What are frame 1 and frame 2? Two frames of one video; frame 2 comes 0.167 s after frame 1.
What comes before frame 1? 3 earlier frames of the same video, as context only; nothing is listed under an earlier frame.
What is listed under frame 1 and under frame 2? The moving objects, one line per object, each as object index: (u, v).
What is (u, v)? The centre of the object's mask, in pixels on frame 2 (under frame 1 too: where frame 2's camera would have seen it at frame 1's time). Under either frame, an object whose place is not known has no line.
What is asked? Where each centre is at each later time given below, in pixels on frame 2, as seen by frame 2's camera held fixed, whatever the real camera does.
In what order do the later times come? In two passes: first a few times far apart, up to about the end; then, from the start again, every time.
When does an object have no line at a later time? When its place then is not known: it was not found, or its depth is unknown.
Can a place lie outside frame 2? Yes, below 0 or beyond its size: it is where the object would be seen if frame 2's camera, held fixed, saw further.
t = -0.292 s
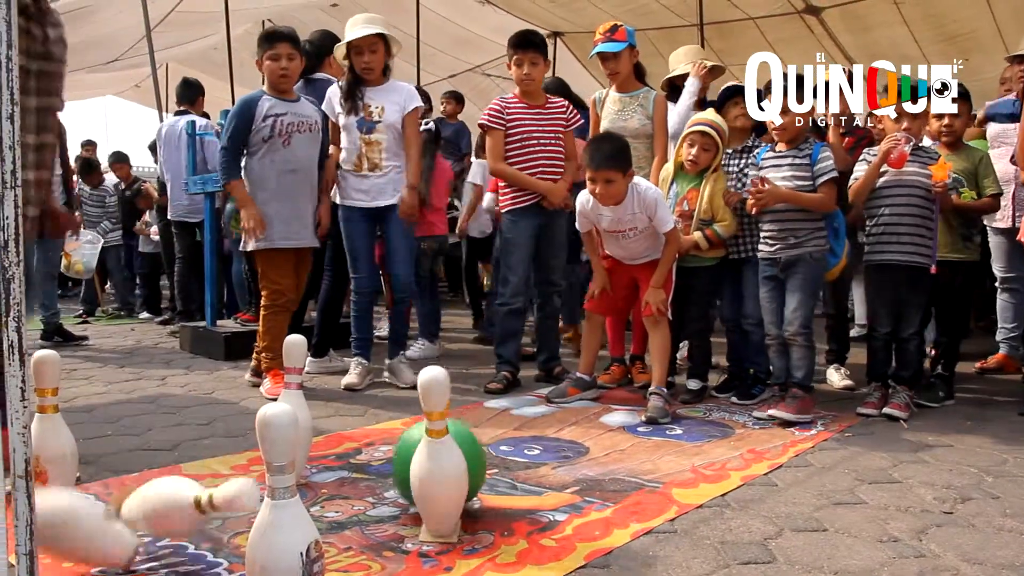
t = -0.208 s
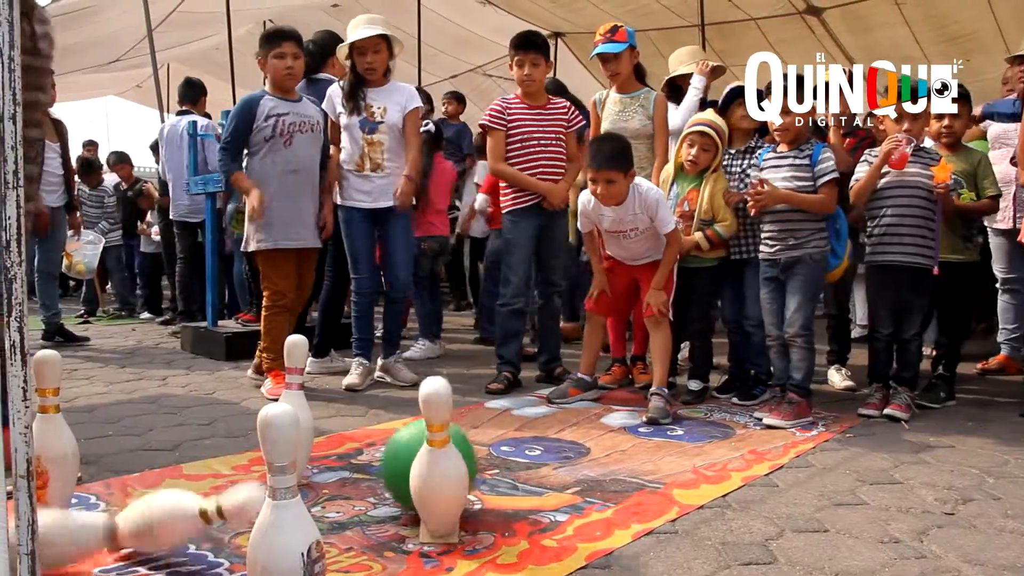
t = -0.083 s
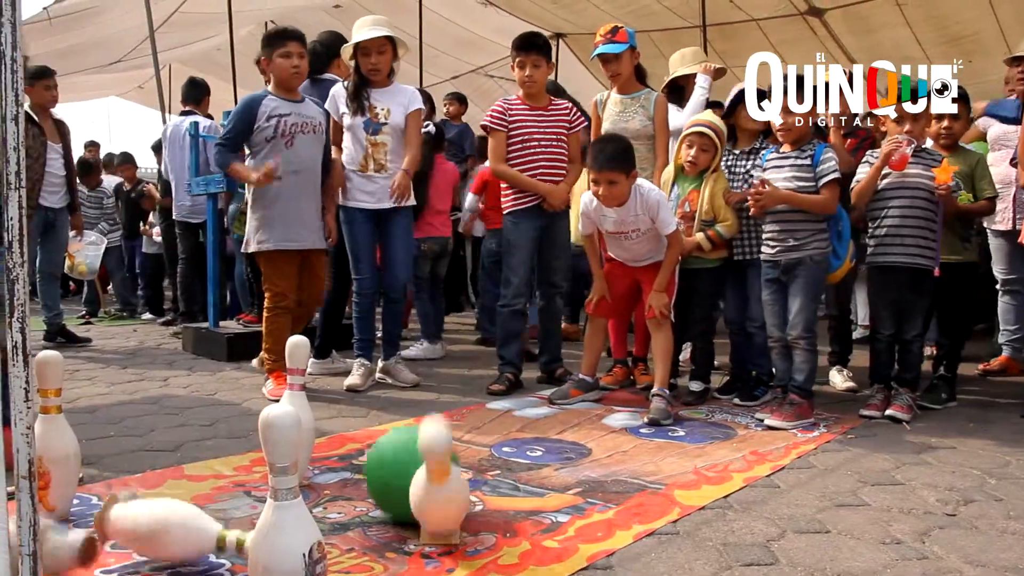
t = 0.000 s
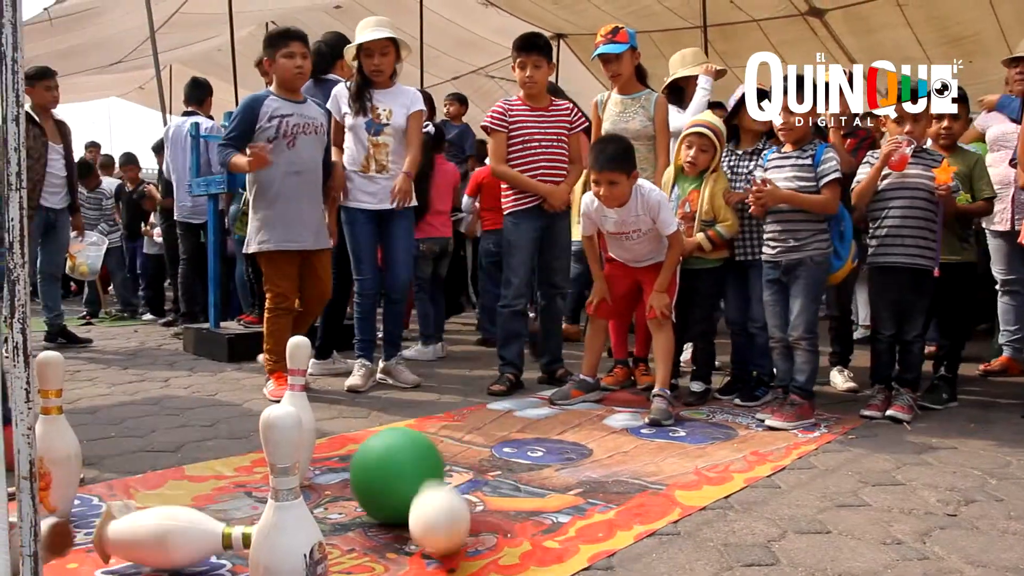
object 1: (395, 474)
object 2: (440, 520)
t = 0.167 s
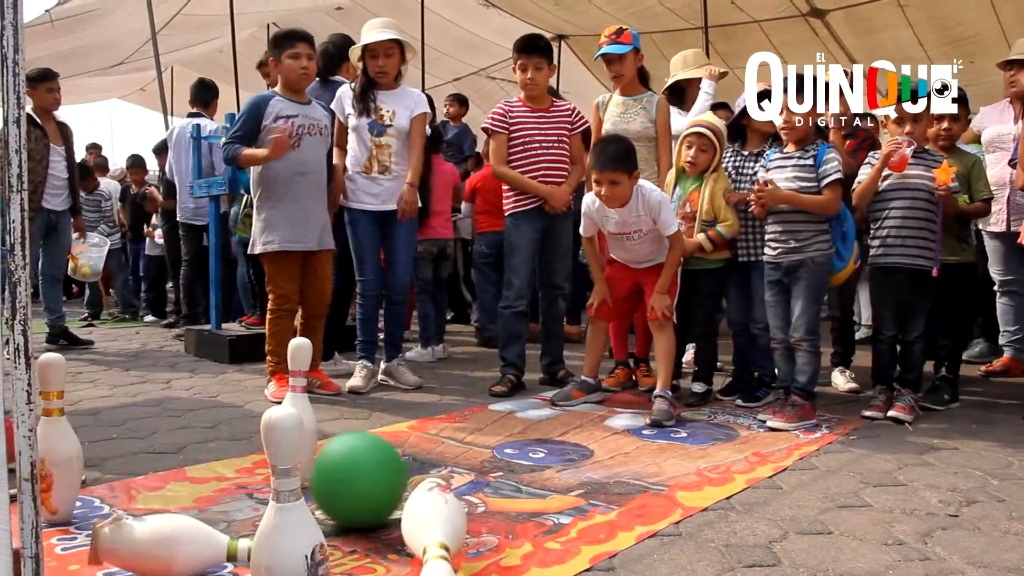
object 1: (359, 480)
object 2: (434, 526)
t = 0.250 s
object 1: (341, 481)
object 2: (427, 542)
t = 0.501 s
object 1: (245, 481)
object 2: (392, 549)
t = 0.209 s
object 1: (347, 482)
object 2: (430, 529)
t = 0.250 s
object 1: (341, 481)
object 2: (427, 542)
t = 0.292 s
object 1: (335, 480)
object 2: (422, 544)
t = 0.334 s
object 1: (328, 477)
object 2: (417, 537)
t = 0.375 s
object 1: (324, 478)
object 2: (412, 533)
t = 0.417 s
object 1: (318, 477)
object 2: (406, 535)
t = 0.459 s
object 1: (250, 482)
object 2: (400, 545)
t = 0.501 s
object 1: (245, 481)
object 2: (392, 549)
